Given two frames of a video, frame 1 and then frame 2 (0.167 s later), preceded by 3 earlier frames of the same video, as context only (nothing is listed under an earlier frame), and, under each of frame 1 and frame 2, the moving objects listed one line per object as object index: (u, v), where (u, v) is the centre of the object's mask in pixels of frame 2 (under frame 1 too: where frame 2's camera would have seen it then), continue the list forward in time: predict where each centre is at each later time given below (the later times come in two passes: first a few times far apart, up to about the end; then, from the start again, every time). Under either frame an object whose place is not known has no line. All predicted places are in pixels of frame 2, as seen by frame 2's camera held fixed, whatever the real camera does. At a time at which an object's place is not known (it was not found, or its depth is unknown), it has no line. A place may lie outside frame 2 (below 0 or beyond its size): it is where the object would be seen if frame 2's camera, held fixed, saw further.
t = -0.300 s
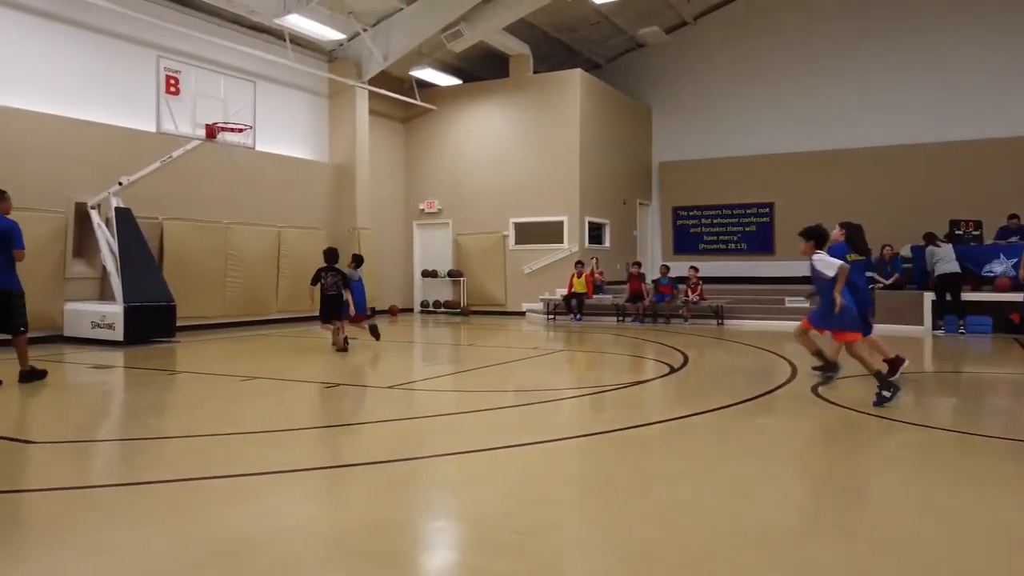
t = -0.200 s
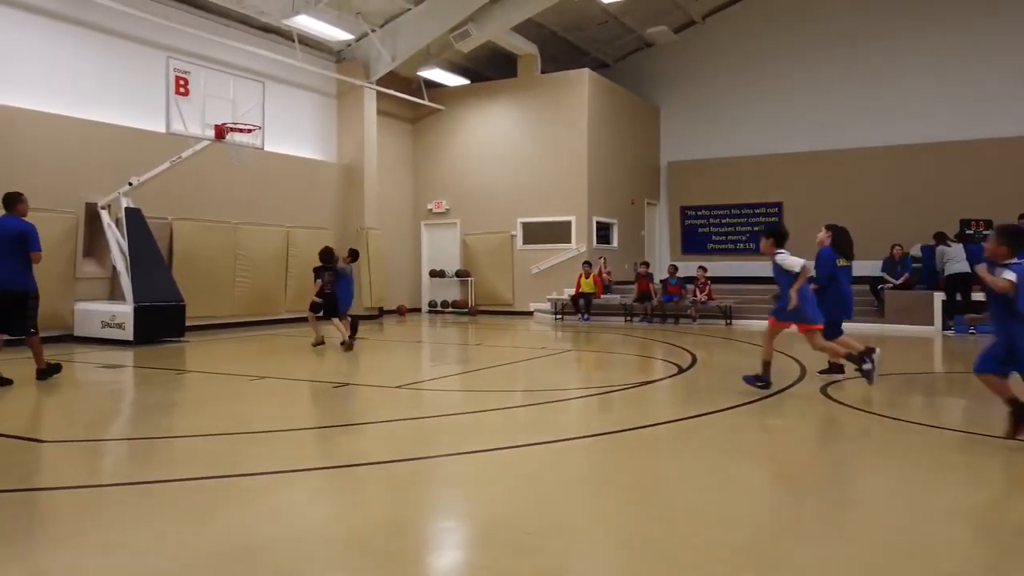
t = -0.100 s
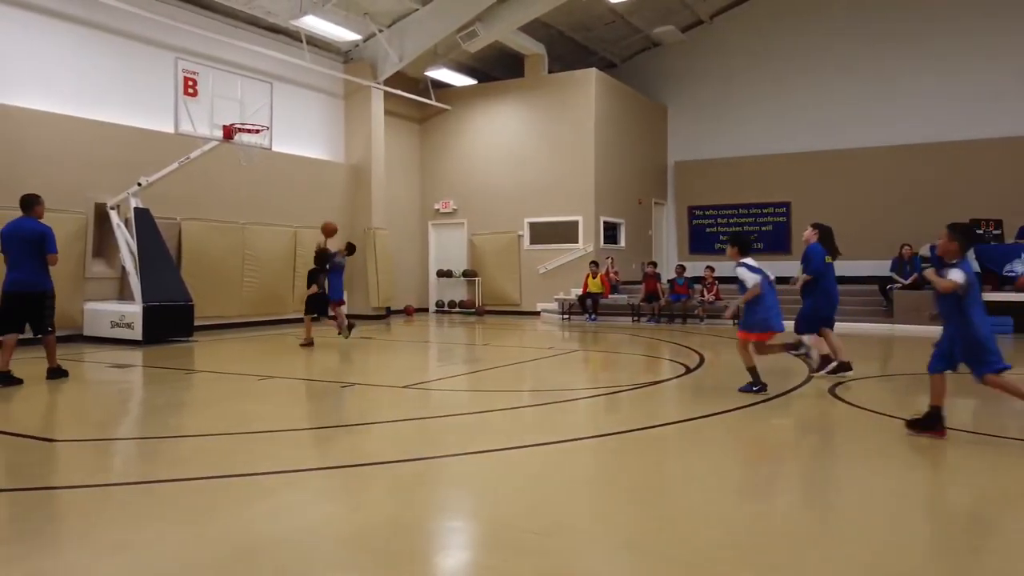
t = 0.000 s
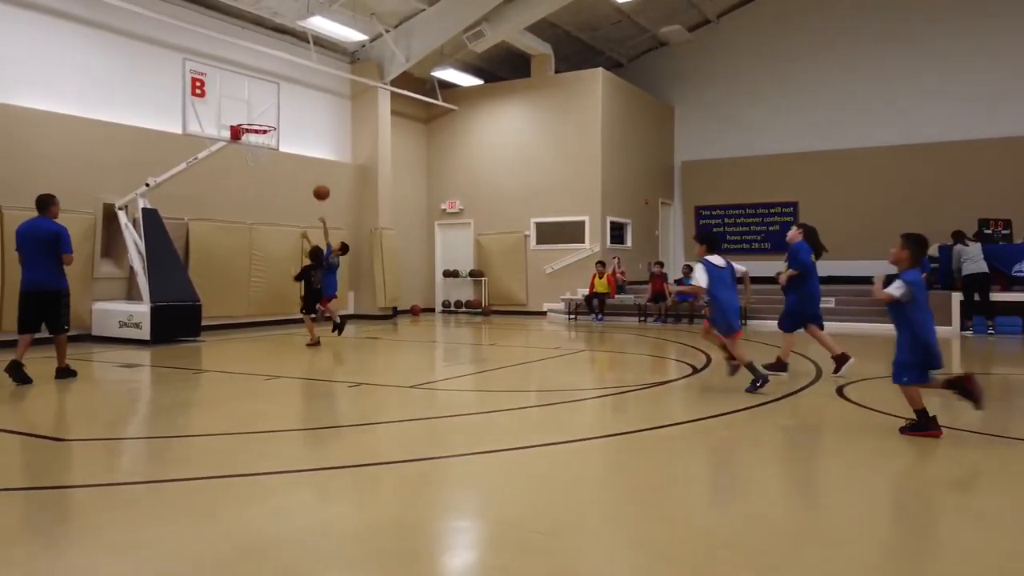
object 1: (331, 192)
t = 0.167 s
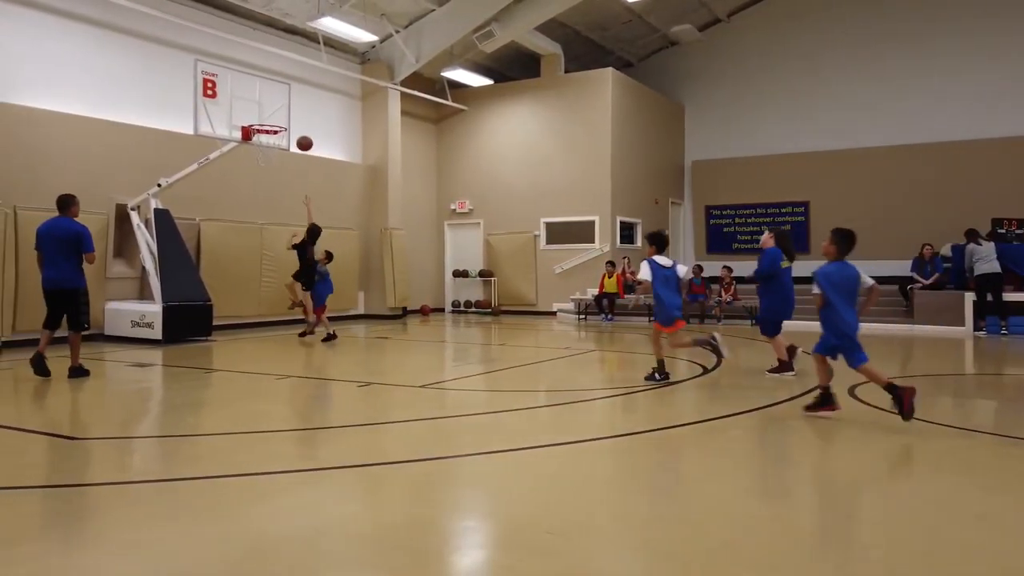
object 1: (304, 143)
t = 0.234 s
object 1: (294, 129)
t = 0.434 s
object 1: (273, 109)
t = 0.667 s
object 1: (273, 129)
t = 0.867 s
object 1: (272, 174)
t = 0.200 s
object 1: (299, 135)
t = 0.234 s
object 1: (294, 129)
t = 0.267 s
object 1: (289, 123)
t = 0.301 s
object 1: (283, 118)
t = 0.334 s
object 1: (278, 114)
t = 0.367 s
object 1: (274, 111)
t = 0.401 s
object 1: (273, 109)
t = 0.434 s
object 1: (273, 109)
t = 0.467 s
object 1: (273, 109)
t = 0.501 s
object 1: (273, 111)
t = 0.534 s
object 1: (273, 113)
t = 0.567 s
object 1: (273, 116)
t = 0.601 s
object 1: (273, 119)
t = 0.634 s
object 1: (273, 125)
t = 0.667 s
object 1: (273, 129)
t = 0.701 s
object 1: (273, 135)
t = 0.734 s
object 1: (273, 142)
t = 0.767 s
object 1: (273, 150)
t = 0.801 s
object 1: (273, 158)
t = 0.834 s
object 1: (272, 166)
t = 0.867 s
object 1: (272, 174)
